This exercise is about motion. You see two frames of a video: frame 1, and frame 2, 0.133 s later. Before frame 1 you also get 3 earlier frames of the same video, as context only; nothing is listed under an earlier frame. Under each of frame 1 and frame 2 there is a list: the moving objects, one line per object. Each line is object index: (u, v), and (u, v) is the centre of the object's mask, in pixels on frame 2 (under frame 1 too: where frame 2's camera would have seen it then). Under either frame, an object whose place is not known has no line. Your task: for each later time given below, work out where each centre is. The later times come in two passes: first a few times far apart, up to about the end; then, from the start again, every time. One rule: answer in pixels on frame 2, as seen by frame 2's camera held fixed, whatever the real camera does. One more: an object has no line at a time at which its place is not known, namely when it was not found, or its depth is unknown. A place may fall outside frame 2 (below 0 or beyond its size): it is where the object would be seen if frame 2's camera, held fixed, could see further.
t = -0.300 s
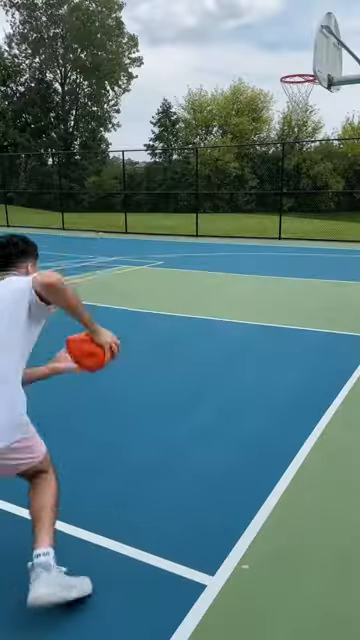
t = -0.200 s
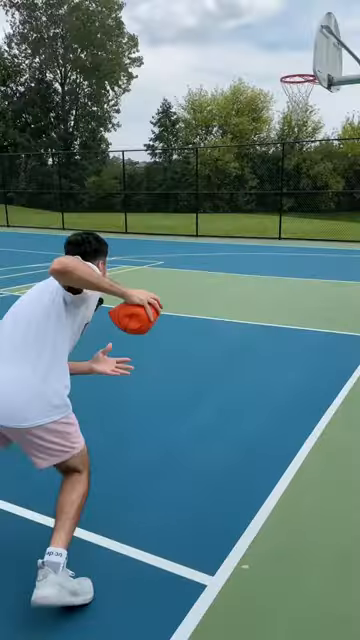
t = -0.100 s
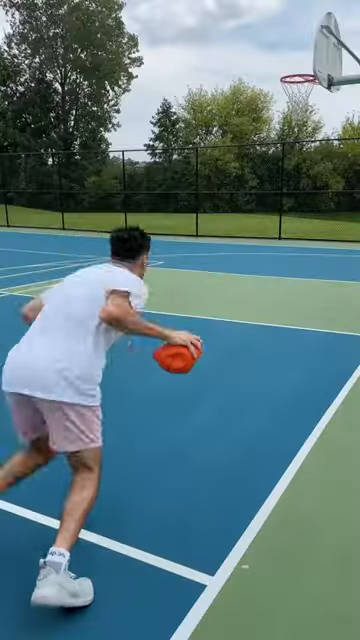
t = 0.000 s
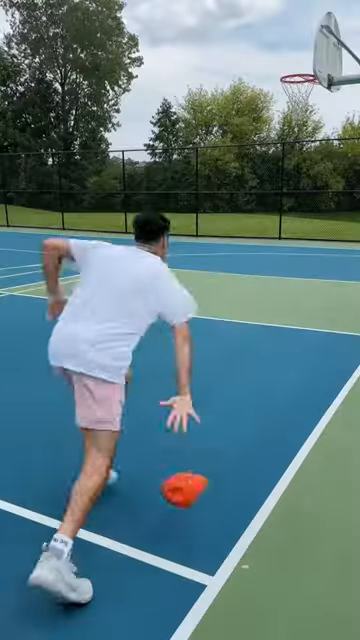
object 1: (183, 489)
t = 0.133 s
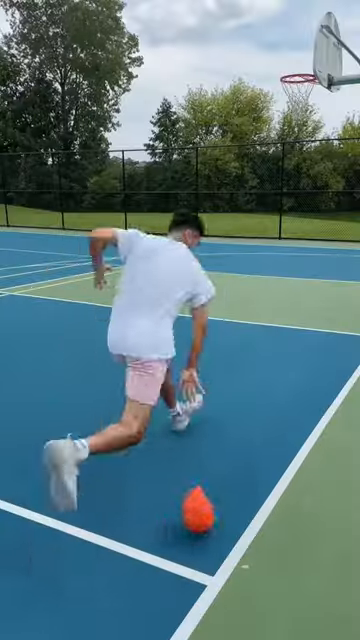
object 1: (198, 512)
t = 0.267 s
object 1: (225, 525)
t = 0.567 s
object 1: (238, 516)
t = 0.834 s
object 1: (221, 508)
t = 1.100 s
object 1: (235, 516)
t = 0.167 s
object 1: (206, 510)
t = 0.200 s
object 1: (213, 512)
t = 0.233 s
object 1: (219, 518)
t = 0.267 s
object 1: (225, 525)
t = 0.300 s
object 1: (229, 529)
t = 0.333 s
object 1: (232, 523)
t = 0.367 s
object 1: (234, 519)
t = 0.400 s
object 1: (236, 517)
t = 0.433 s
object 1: (238, 517)
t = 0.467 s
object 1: (239, 517)
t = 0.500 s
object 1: (239, 516)
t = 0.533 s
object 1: (239, 516)
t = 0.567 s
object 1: (238, 516)
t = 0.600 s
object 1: (237, 516)
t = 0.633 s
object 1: (235, 517)
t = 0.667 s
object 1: (232, 518)
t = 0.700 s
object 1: (230, 518)
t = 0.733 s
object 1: (227, 517)
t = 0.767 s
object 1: (224, 515)
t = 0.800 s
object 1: (223, 511)
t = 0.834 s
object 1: (221, 508)
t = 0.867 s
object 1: (221, 506)
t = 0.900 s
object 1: (221, 506)
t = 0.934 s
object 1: (222, 506)
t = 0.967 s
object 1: (224, 506)
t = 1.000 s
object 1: (227, 508)
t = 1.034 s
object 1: (230, 510)
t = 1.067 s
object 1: (233, 512)
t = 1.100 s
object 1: (235, 516)
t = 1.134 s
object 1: (236, 515)
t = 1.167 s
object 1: (238, 514)
